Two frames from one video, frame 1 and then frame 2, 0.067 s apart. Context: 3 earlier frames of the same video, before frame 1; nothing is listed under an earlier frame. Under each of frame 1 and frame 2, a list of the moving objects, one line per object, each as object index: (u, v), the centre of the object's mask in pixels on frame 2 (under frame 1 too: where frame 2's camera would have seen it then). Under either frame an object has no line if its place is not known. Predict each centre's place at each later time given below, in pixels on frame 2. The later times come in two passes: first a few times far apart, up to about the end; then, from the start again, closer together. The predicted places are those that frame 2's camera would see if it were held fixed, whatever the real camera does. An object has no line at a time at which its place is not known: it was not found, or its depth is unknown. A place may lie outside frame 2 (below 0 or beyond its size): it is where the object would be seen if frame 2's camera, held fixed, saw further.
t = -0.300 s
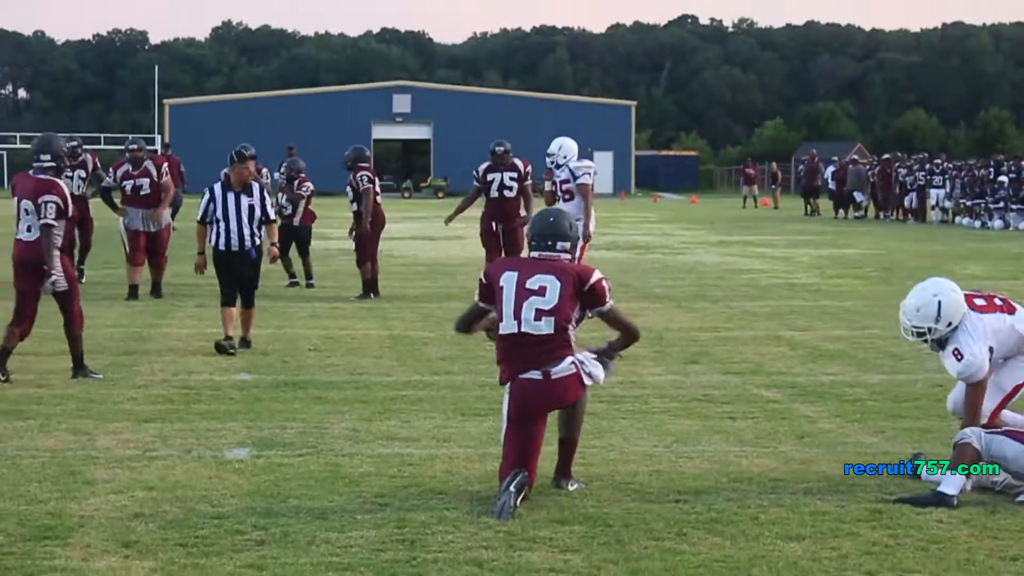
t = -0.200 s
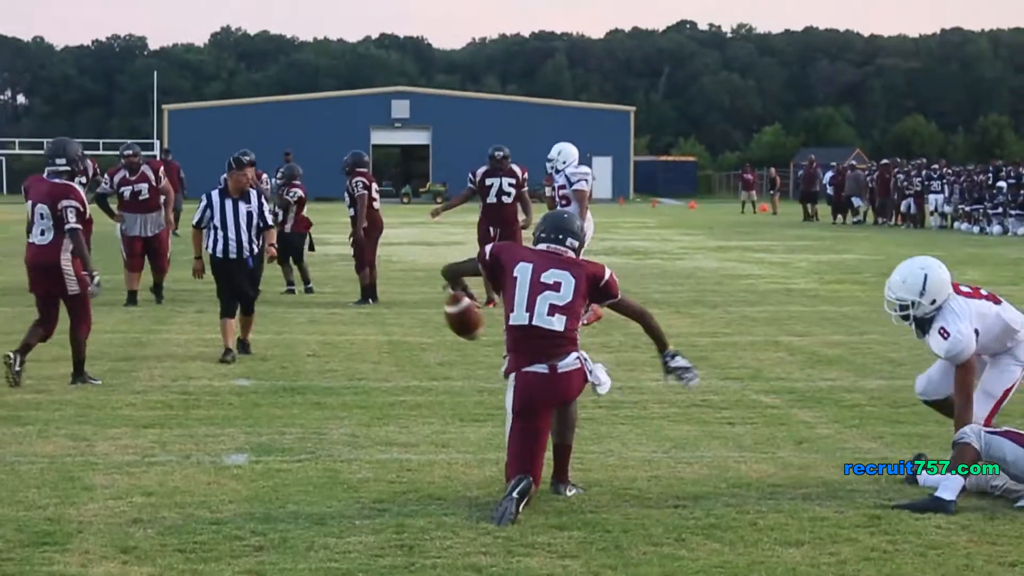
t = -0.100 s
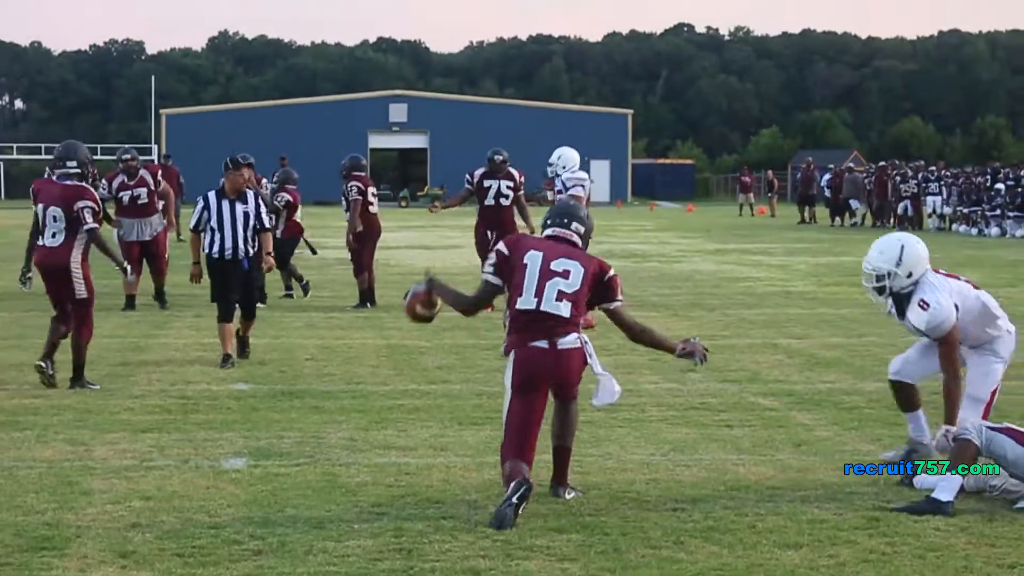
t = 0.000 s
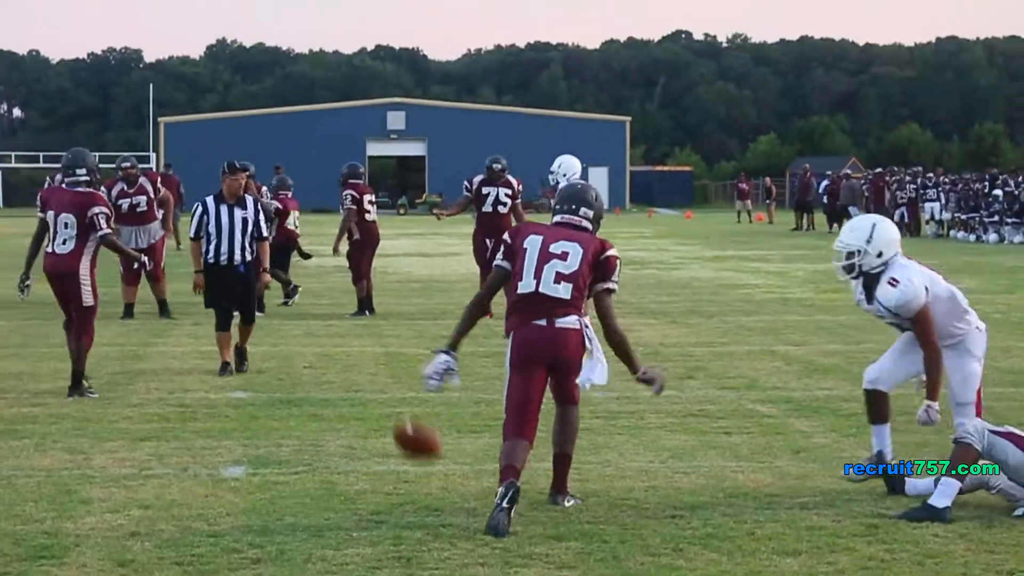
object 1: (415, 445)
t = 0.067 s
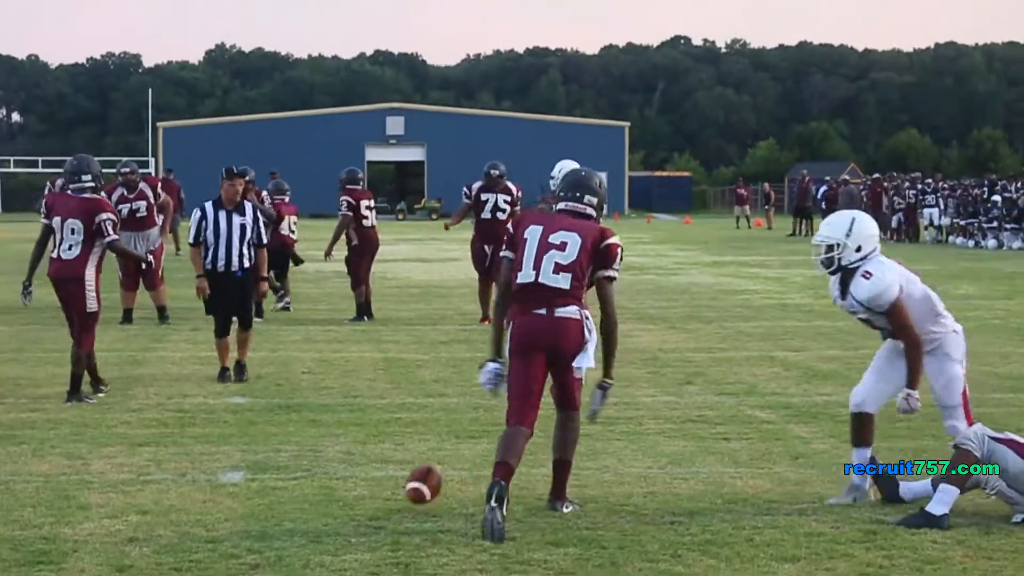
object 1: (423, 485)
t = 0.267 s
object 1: (442, 374)
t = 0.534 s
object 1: (469, 354)
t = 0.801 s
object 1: (501, 499)
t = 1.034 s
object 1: (454, 517)
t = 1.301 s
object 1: (377, 559)
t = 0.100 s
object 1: (426, 460)
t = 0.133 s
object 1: (429, 438)
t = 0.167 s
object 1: (433, 419)
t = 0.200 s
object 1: (436, 402)
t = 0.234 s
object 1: (439, 387)
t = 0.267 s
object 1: (442, 374)
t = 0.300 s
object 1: (445, 364)
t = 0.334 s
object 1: (449, 355)
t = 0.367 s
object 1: (452, 349)
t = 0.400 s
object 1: (455, 345)
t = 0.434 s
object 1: (458, 344)
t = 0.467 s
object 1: (462, 345)
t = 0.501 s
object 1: (466, 348)
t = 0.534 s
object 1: (469, 354)
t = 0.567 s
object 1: (473, 362)
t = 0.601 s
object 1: (477, 372)
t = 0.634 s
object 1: (481, 387)
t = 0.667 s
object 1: (485, 403)
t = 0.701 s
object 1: (489, 423)
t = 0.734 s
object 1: (493, 445)
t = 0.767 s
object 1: (498, 470)
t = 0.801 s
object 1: (501, 499)
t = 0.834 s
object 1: (505, 529)
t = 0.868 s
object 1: (505, 544)
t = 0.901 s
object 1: (495, 535)
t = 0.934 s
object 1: (484, 527)
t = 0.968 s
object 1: (474, 521)
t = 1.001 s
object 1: (465, 518)
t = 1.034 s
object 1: (454, 517)
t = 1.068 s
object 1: (444, 518)
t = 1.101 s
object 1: (434, 523)
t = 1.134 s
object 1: (424, 529)
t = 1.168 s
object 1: (414, 539)
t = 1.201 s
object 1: (403, 553)
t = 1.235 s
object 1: (394, 562)
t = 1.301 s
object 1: (377, 559)
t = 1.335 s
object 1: (370, 557)
